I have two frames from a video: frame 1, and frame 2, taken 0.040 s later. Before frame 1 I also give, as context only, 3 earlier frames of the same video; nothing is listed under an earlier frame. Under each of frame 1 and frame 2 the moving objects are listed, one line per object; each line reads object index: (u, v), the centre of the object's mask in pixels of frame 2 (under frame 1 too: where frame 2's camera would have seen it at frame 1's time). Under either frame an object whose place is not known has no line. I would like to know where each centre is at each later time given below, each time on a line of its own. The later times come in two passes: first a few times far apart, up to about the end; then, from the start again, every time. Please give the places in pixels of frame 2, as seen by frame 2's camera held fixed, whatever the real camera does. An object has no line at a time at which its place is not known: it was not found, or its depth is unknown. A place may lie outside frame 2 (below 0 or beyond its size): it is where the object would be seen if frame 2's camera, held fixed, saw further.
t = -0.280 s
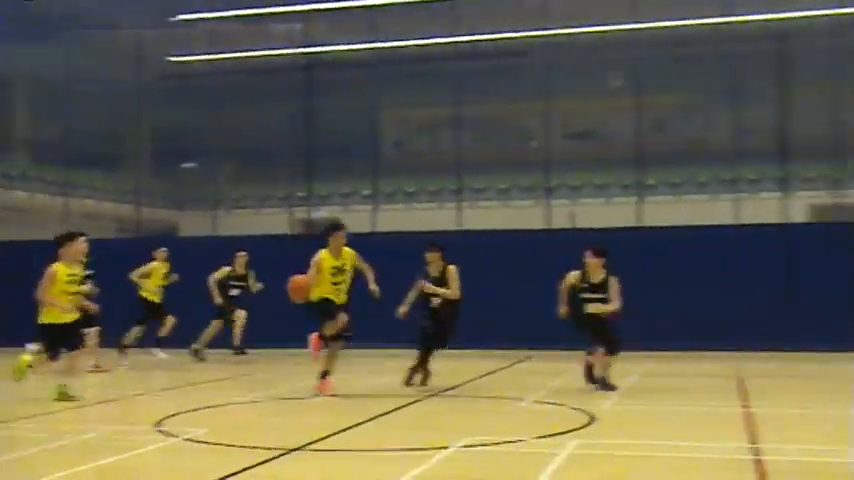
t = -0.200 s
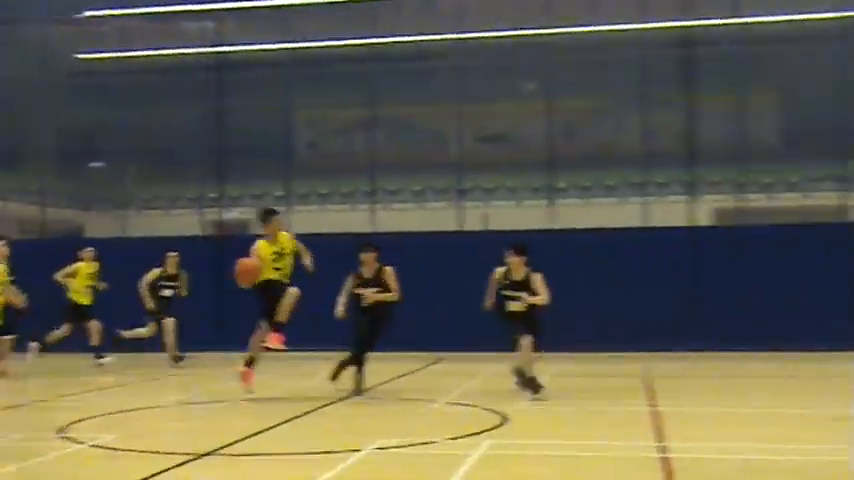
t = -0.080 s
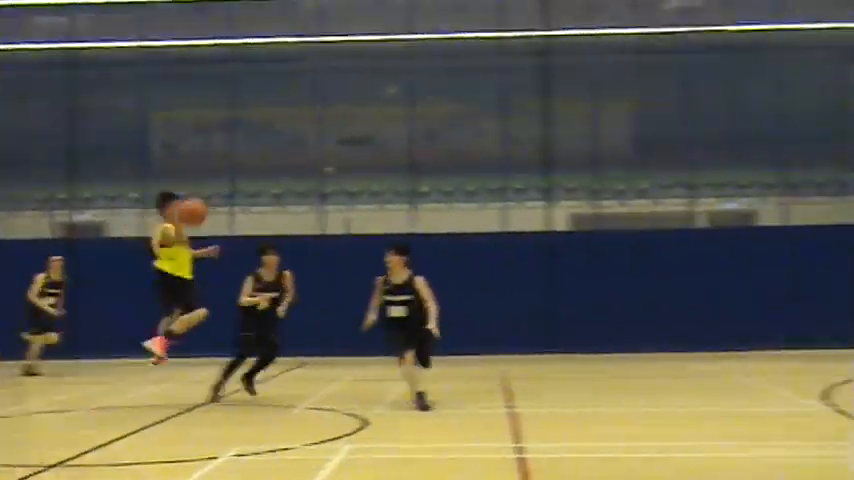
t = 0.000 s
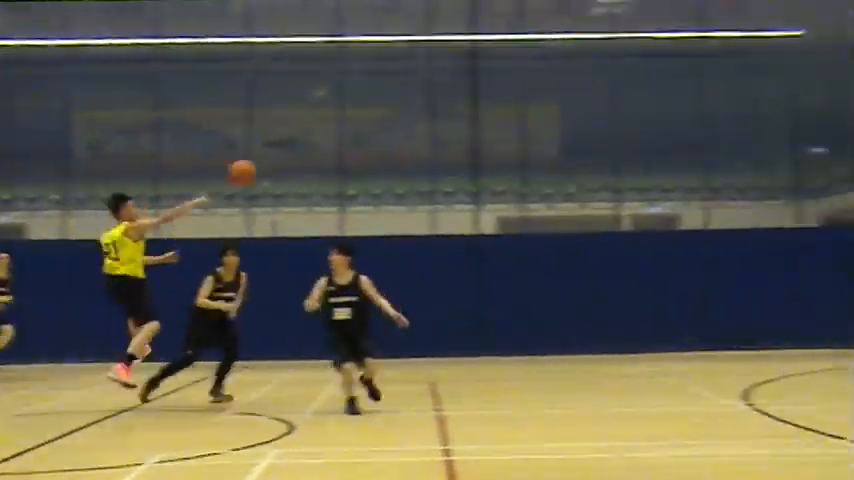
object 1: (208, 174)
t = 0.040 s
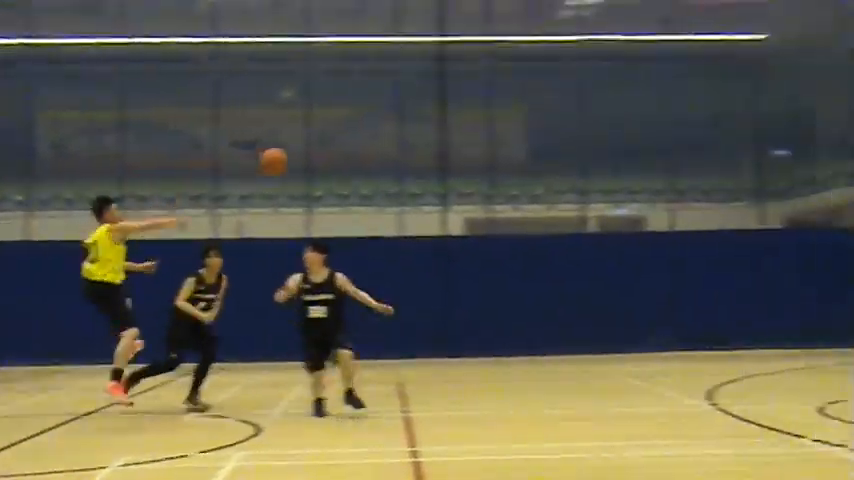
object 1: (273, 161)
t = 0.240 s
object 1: (548, 128)
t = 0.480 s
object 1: (810, 135)
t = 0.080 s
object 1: (333, 150)
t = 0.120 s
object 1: (391, 143)
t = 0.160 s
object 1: (447, 137)
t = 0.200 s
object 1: (498, 132)
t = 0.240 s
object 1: (548, 128)
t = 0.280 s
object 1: (596, 126)
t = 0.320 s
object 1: (642, 125)
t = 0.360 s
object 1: (686, 126)
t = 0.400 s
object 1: (728, 128)
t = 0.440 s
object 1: (769, 130)
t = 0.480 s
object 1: (810, 135)
